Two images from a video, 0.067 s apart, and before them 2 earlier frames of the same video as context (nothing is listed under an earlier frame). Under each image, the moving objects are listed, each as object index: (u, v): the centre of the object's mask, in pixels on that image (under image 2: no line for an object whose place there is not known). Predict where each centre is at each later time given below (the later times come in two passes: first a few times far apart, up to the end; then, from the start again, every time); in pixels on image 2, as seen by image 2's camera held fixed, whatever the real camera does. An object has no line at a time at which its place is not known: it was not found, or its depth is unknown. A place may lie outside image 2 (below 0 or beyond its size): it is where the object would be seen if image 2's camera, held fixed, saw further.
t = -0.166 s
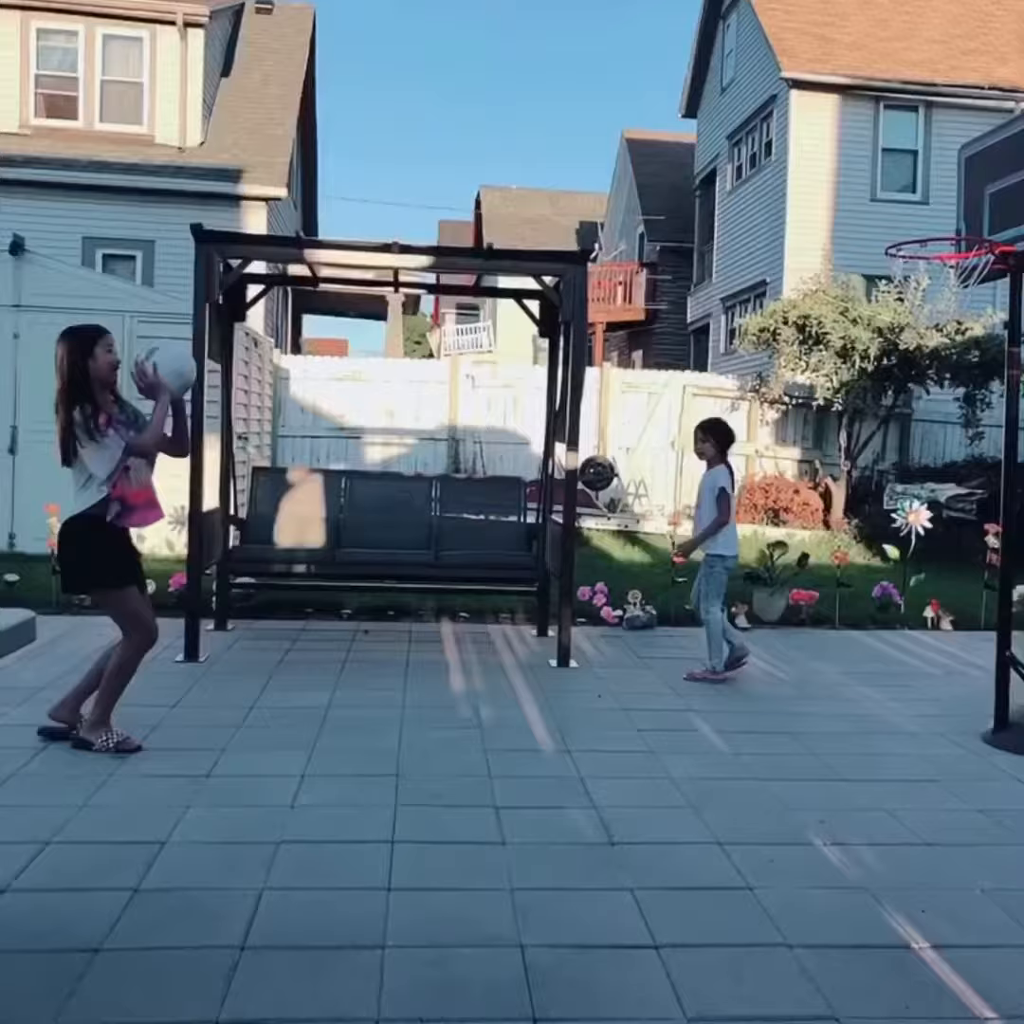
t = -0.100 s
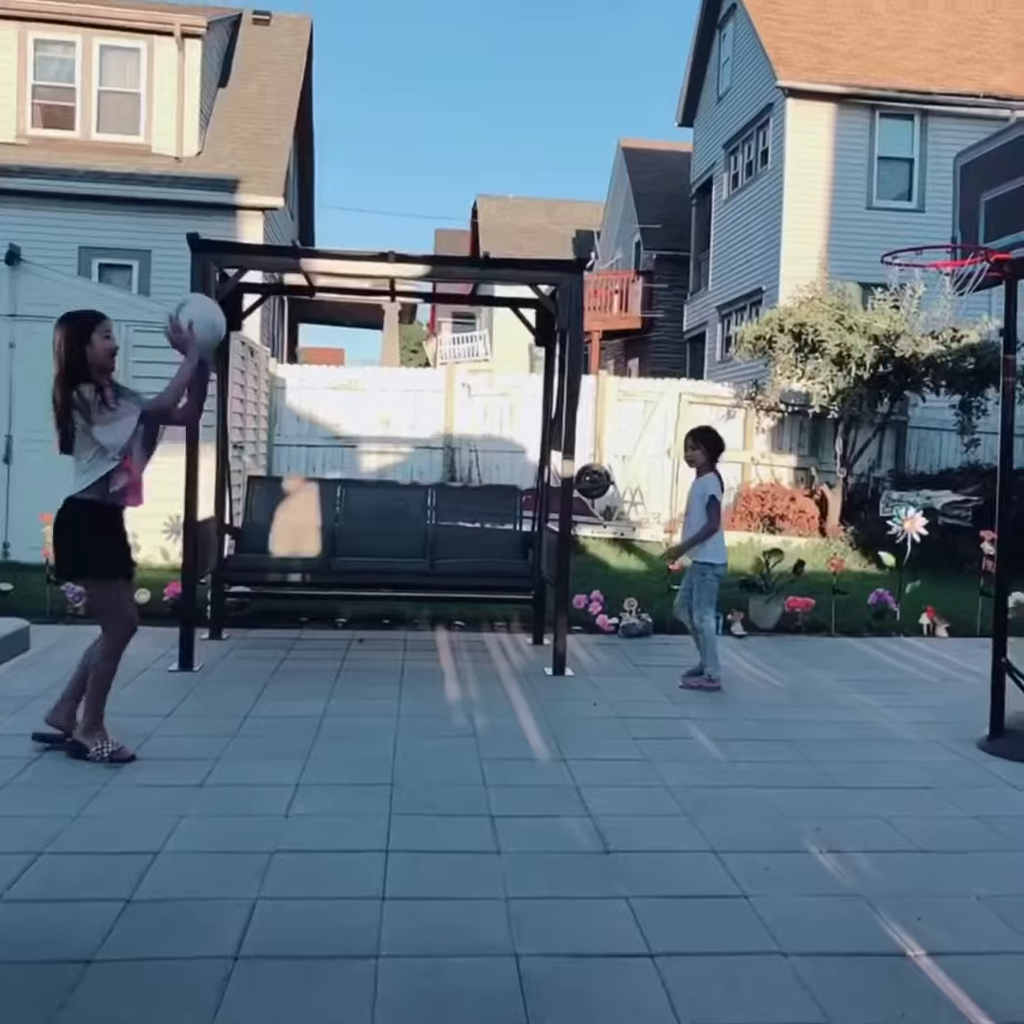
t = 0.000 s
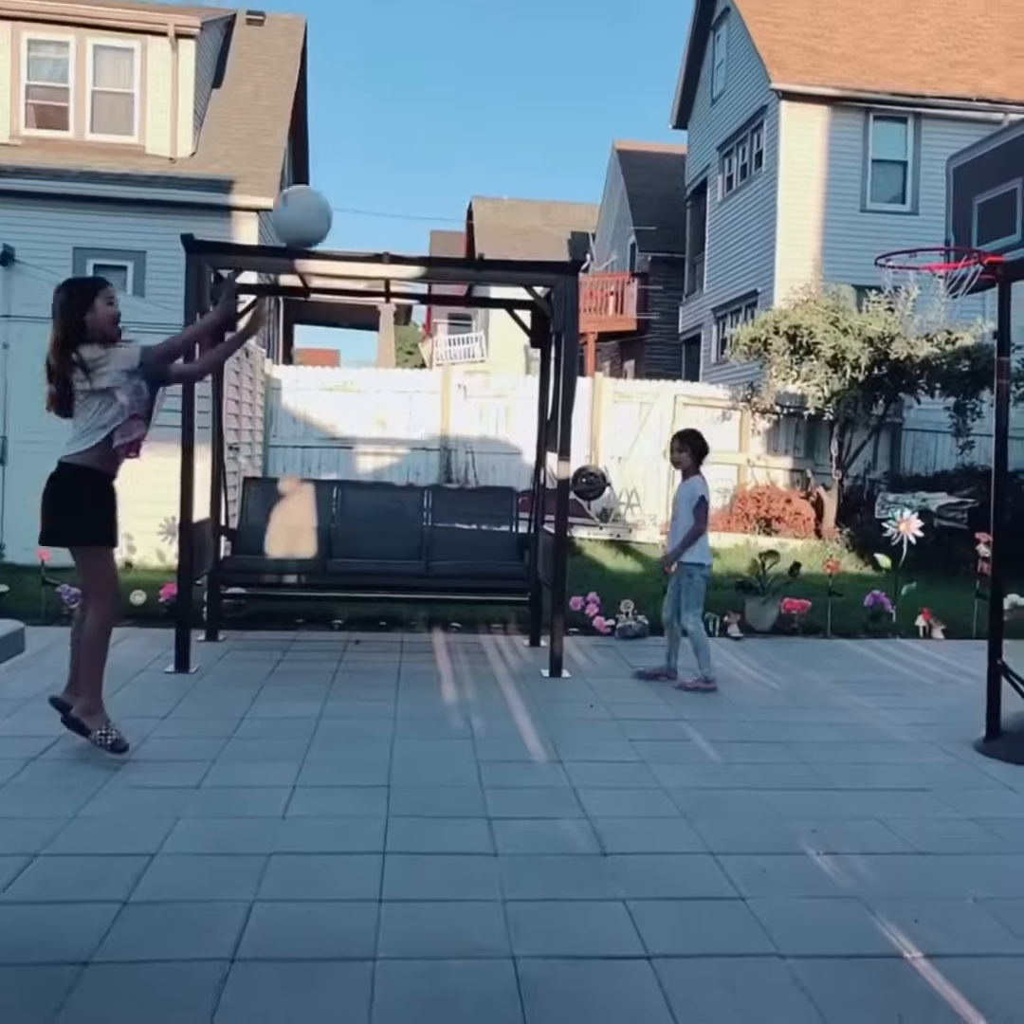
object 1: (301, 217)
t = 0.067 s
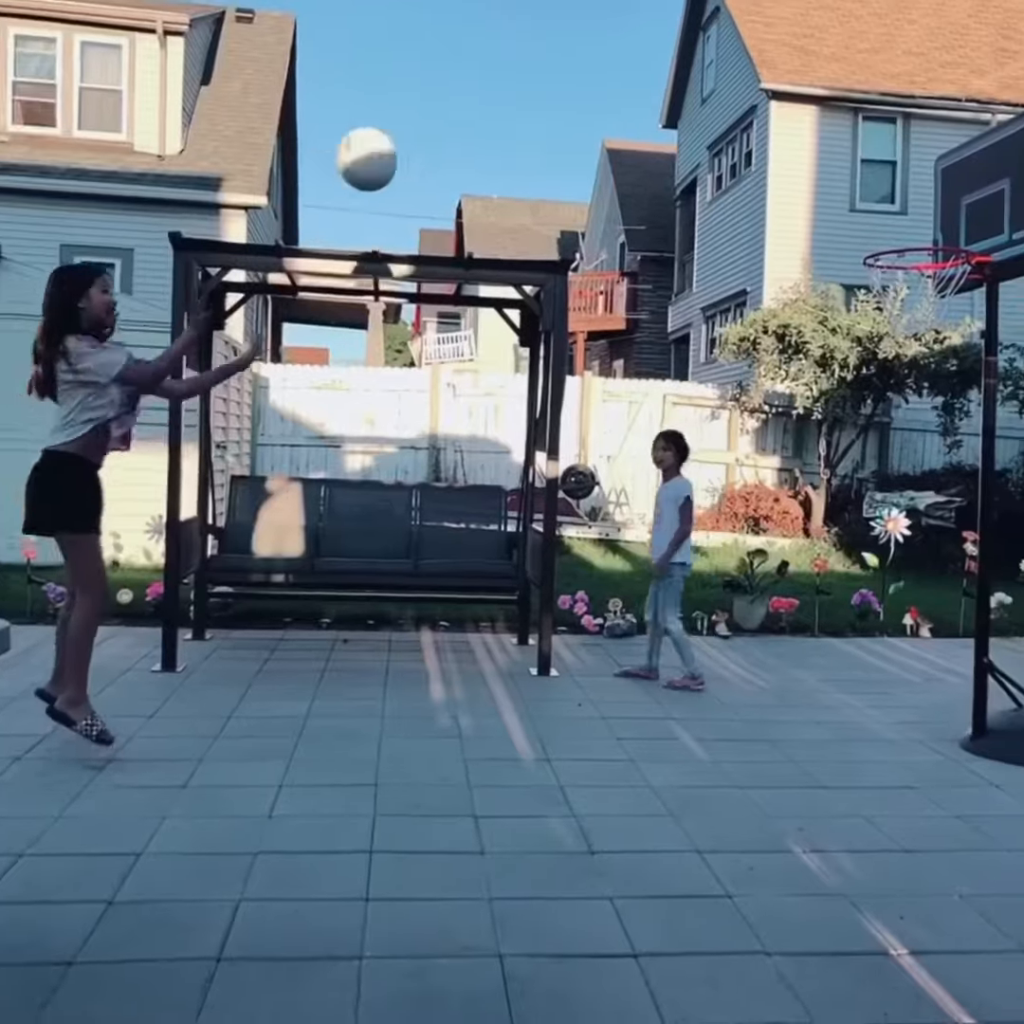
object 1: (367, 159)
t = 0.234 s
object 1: (549, 78)
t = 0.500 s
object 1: (809, 107)
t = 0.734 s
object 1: (931, 256)
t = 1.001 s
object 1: (867, 322)
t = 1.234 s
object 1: (848, 483)
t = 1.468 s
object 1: (834, 706)
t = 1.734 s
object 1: (853, 526)
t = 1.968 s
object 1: (863, 516)
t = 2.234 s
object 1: (872, 667)
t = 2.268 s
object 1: (872, 698)
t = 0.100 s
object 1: (404, 136)
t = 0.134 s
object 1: (441, 117)
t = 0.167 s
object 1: (478, 101)
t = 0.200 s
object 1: (513, 88)
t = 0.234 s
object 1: (549, 78)
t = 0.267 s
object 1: (584, 71)
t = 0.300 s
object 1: (617, 68)
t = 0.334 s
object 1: (650, 67)
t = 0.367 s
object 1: (683, 70)
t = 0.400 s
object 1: (715, 74)
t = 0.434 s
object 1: (747, 82)
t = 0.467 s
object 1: (778, 93)
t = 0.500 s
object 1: (809, 107)
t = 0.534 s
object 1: (840, 123)
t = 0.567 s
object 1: (871, 142)
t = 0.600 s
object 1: (901, 162)
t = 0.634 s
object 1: (930, 187)
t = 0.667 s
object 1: (958, 214)
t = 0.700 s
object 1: (952, 233)
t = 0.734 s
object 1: (931, 256)
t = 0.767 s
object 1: (906, 278)
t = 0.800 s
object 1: (892, 297)
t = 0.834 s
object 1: (884, 298)
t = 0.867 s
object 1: (870, 303)
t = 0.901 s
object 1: (868, 305)
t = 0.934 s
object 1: (868, 306)
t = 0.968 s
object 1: (865, 315)
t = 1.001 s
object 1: (867, 322)
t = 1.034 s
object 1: (862, 341)
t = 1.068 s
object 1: (858, 360)
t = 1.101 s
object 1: (855, 379)
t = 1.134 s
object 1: (854, 401)
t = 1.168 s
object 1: (851, 424)
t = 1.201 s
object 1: (850, 452)
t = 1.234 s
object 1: (848, 483)
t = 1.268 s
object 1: (847, 515)
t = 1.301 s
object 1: (845, 550)
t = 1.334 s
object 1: (841, 589)
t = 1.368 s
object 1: (839, 628)
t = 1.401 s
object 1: (836, 669)
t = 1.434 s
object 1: (833, 716)
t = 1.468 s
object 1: (834, 706)
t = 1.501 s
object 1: (836, 674)
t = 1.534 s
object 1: (839, 644)
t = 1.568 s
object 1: (840, 618)
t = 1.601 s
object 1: (843, 596)
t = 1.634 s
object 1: (846, 572)
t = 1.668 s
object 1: (848, 553)
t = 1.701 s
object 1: (849, 539)
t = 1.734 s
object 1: (853, 526)
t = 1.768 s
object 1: (853, 517)
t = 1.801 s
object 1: (855, 510)
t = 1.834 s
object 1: (857, 506)
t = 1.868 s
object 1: (859, 504)
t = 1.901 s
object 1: (859, 505)
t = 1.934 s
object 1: (861, 509)
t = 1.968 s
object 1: (863, 516)
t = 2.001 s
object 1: (864, 525)
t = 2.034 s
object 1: (865, 537)
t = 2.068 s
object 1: (868, 550)
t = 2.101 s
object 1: (868, 570)
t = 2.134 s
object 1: (868, 591)
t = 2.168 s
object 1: (869, 613)
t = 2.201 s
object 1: (871, 639)
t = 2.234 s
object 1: (872, 667)
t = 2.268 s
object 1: (872, 698)
